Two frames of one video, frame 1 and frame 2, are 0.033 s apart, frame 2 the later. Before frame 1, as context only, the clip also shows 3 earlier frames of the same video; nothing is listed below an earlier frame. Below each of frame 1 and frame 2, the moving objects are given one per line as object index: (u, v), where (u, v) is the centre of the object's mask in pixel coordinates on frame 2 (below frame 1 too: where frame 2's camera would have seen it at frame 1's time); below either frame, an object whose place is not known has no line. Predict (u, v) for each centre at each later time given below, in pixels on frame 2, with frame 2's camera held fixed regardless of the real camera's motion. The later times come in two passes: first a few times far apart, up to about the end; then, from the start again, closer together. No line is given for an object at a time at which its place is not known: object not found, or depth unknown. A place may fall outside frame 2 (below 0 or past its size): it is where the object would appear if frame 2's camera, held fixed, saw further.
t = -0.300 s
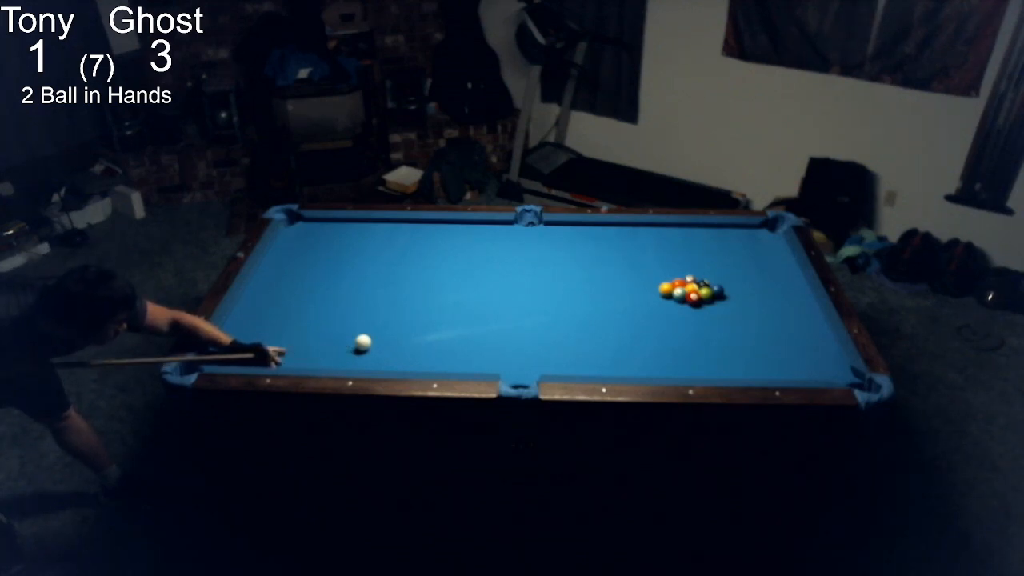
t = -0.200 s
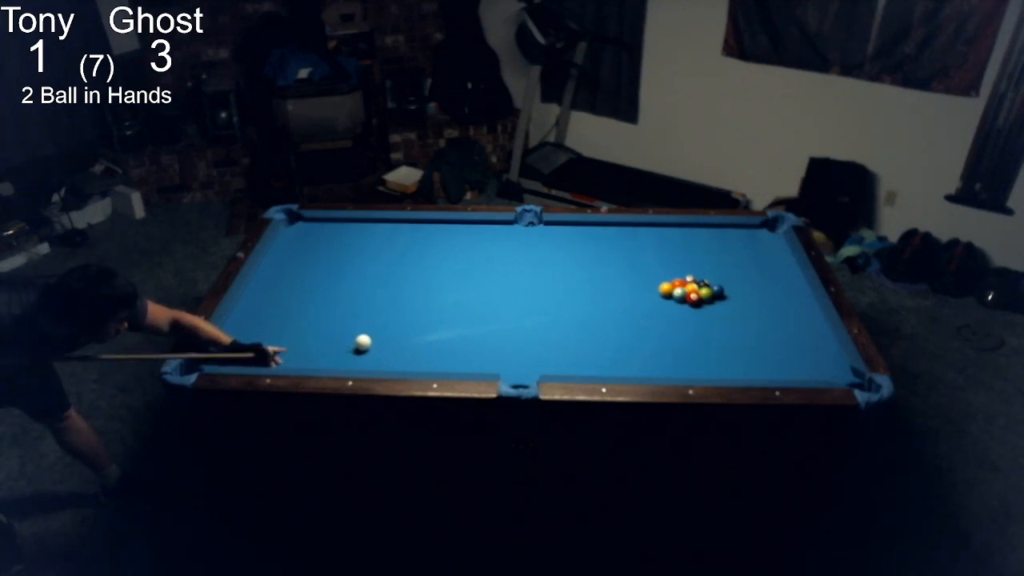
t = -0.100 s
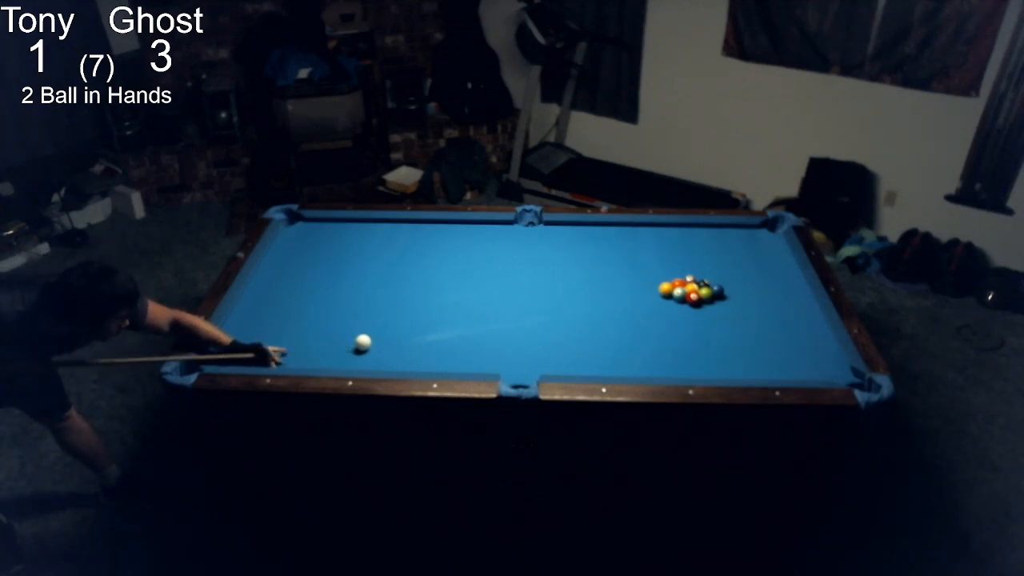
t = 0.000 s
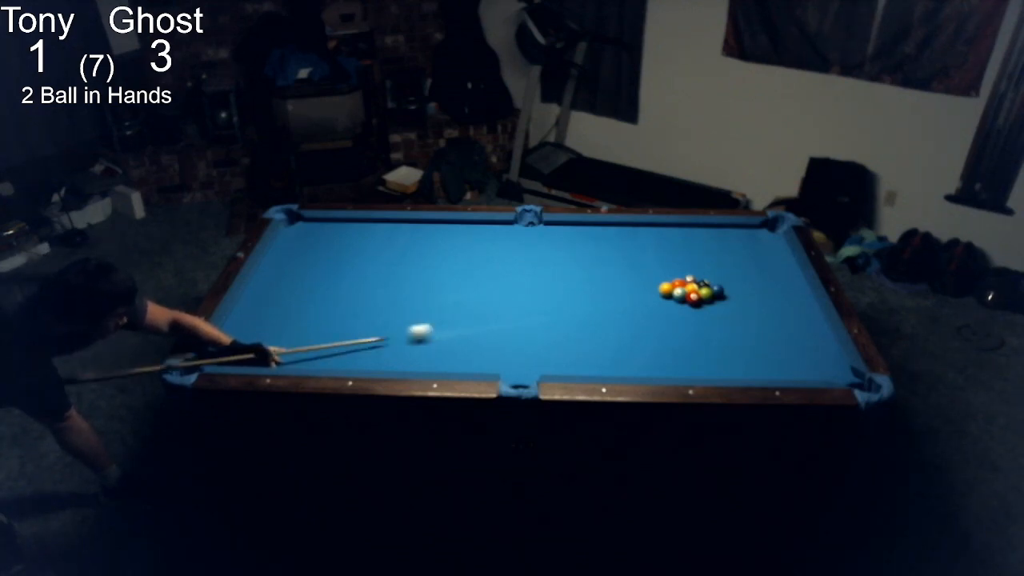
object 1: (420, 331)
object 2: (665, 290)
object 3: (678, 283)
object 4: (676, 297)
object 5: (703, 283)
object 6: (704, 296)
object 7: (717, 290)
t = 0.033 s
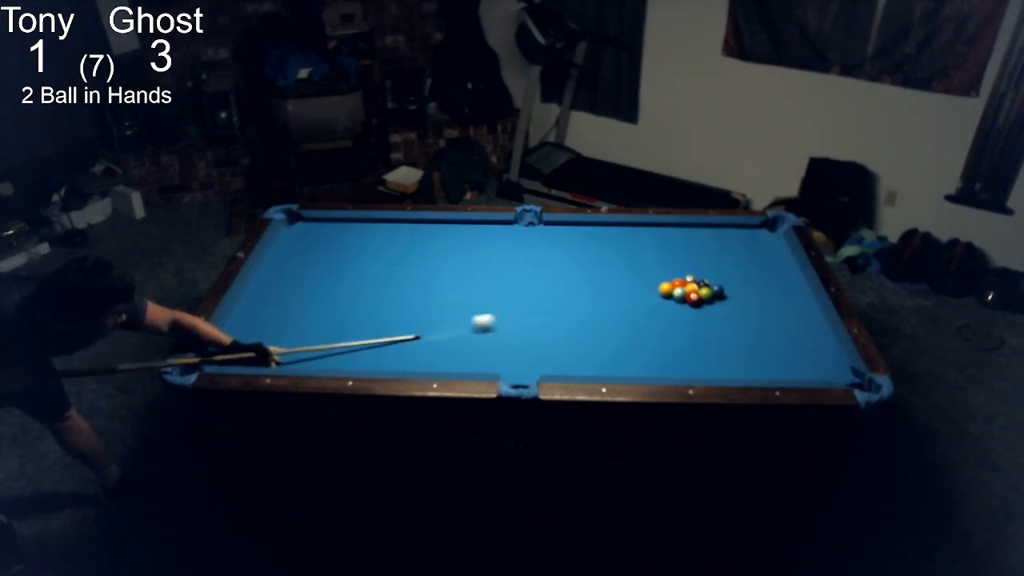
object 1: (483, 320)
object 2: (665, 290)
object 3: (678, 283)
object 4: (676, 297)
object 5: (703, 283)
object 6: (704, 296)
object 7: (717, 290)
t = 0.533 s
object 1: (611, 296)
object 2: (609, 264)
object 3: (644, 240)
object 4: (663, 310)
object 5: (761, 278)
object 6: (749, 324)
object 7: (809, 311)
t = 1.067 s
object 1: (567, 300)
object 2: (545, 237)
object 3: (603, 246)
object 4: (642, 329)
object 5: (774, 267)
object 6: (703, 369)
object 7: (803, 323)
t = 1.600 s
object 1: (530, 303)
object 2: (503, 229)
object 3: (560, 275)
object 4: (622, 345)
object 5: (737, 259)
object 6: (663, 350)
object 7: (791, 334)
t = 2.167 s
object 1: (497, 308)
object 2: (479, 243)
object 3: (513, 306)
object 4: (604, 360)
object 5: (706, 255)
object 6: (628, 329)
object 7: (781, 344)
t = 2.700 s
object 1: (458, 313)
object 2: (459, 255)
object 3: (487, 334)
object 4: (591, 368)
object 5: (681, 251)
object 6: (603, 314)
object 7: (776, 351)
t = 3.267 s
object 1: (423, 318)
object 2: (441, 265)
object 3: (462, 362)
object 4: (585, 368)
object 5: (660, 249)
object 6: (582, 301)
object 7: (773, 355)
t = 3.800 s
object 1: (399, 321)
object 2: (428, 272)
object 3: (449, 362)
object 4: (585, 368)
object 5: (645, 248)
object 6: (569, 293)
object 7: (772, 356)
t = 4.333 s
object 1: (381, 324)
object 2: (423, 277)
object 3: (444, 354)
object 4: (584, 368)
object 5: (635, 247)
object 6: (561, 290)
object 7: (772, 356)
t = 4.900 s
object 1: (370, 326)
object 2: (421, 279)
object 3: (441, 350)
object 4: (584, 368)
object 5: (629, 247)
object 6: (557, 288)
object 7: (772, 357)
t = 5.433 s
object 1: (368, 326)
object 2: (421, 279)
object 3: (441, 350)
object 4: (584, 369)
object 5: (628, 247)
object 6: (557, 287)
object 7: (772, 357)
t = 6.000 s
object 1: (368, 326)
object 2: (421, 279)
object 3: (441, 350)
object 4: (584, 369)
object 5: (628, 247)
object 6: (557, 287)
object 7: (772, 357)
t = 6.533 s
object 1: (369, 326)
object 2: (422, 279)
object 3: (441, 350)
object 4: (584, 368)
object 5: (628, 247)
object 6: (557, 287)
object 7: (772, 357)
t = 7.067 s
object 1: (369, 326)
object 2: (422, 279)
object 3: (441, 350)
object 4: (584, 368)
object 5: (628, 247)
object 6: (557, 287)
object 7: (772, 357)
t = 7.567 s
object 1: (368, 326)
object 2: (421, 280)
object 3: (441, 350)
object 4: (585, 368)
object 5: (628, 247)
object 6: (557, 288)
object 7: (771, 356)
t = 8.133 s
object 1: (368, 326)
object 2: (421, 280)
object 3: (441, 350)
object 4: (585, 368)
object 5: (628, 247)
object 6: (557, 288)
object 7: (771, 356)
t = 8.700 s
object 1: (368, 326)
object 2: (421, 280)
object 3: (441, 350)
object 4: (585, 368)
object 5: (628, 247)
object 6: (557, 288)
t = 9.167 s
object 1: (368, 326)
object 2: (421, 280)
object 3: (441, 350)
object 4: (585, 368)
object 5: (628, 247)
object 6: (557, 288)
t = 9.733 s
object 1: (368, 326)
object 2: (421, 280)
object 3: (441, 350)
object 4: (585, 368)
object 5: (628, 247)
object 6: (557, 288)
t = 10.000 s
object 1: (368, 326)
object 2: (421, 280)
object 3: (441, 350)
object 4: (585, 368)
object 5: (628, 247)
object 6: (557, 288)
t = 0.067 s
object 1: (543, 310)
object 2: (665, 289)
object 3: (678, 283)
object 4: (676, 297)
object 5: (703, 283)
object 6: (704, 296)
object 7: (717, 290)
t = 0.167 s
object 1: (647, 292)
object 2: (660, 287)
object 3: (675, 281)
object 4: (676, 298)
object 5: (709, 285)
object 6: (716, 297)
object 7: (738, 294)
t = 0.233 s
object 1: (638, 293)
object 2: (650, 282)
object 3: (668, 272)
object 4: (675, 299)
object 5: (721, 285)
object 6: (736, 302)
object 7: (779, 300)
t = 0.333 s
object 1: (628, 294)
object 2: (636, 276)
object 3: (660, 261)
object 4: (671, 302)
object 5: (734, 283)
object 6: (761, 308)
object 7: (802, 309)
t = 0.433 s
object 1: (619, 295)
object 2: (622, 270)
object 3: (652, 250)
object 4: (667, 306)
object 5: (747, 280)
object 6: (764, 316)
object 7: (798, 310)
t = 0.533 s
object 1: (611, 296)
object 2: (609, 264)
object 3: (644, 240)
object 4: (663, 310)
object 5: (761, 278)
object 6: (749, 324)
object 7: (809, 311)
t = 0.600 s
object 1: (605, 296)
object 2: (600, 261)
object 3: (639, 234)
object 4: (661, 312)
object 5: (768, 276)
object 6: (744, 330)
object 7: (815, 312)
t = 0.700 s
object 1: (596, 297)
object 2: (588, 255)
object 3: (632, 226)
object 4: (656, 316)
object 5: (781, 274)
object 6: (736, 338)
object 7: (812, 314)
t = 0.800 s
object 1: (588, 298)
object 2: (575, 250)
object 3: (624, 231)
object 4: (652, 320)
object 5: (793, 272)
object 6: (727, 347)
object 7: (809, 317)
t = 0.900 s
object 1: (580, 298)
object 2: (564, 245)
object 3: (617, 237)
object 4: (648, 323)
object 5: (787, 270)
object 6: (718, 355)
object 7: (807, 319)
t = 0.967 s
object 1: (575, 299)
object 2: (556, 242)
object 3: (611, 240)
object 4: (645, 325)
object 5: (782, 269)
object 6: (712, 361)
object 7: (805, 321)
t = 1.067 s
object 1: (567, 300)
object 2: (545, 237)
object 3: (603, 246)
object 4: (642, 329)
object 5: (774, 267)
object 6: (703, 369)
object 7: (803, 323)
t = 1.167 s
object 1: (559, 301)
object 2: (534, 233)
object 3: (595, 251)
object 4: (638, 332)
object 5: (767, 266)
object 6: (695, 371)
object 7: (801, 326)
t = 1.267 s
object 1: (552, 301)
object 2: (524, 229)
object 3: (587, 256)
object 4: (634, 335)
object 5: (759, 264)
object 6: (687, 365)
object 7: (799, 328)
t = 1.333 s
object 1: (547, 302)
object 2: (518, 226)
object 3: (582, 260)
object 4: (632, 338)
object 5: (755, 263)
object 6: (682, 363)
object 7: (797, 329)
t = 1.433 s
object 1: (541, 302)
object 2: (511, 225)
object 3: (574, 265)
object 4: (628, 341)
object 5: (748, 262)
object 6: (674, 357)
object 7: (795, 331)
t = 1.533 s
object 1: (534, 303)
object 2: (506, 228)
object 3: (565, 271)
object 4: (624, 343)
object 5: (742, 260)
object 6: (667, 353)
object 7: (793, 333)
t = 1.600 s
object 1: (530, 303)
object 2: (503, 229)
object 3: (560, 275)
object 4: (622, 345)
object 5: (737, 259)
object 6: (663, 350)
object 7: (791, 334)
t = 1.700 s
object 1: (523, 304)
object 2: (499, 232)
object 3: (551, 280)
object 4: (618, 347)
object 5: (732, 259)
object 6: (656, 346)
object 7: (789, 336)
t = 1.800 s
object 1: (517, 305)
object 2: (494, 234)
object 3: (543, 286)
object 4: (615, 350)
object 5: (726, 258)
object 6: (650, 341)
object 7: (787, 338)
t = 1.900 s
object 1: (511, 306)
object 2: (490, 237)
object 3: (535, 291)
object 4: (611, 353)
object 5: (720, 256)
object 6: (643, 338)
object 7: (785, 340)
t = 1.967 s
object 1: (507, 306)
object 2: (487, 239)
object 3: (529, 295)
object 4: (610, 354)
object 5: (716, 256)
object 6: (639, 336)
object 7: (784, 341)
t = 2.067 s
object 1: (502, 307)
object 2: (483, 241)
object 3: (521, 301)
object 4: (607, 358)
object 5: (711, 256)
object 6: (634, 332)
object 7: (783, 342)
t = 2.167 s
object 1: (497, 308)
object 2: (479, 243)
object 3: (513, 306)
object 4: (604, 360)
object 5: (706, 255)
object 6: (628, 329)
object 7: (781, 344)
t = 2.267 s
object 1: (489, 308)
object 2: (475, 246)
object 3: (507, 312)
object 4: (601, 362)
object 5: (701, 254)
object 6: (623, 325)
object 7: (780, 345)
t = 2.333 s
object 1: (484, 309)
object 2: (473, 247)
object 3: (504, 315)
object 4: (599, 363)
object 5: (698, 253)
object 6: (620, 323)
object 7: (779, 346)
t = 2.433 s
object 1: (477, 310)
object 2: (469, 249)
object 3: (499, 320)
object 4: (597, 366)
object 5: (693, 253)
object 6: (615, 320)
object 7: (779, 348)
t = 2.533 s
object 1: (470, 311)
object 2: (465, 251)
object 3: (495, 326)
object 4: (594, 366)
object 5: (688, 252)
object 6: (610, 317)
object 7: (778, 349)
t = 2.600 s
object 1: (465, 312)
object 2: (462, 253)
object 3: (492, 329)
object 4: (593, 367)
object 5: (685, 252)
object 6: (607, 316)
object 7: (777, 350)
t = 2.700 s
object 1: (458, 313)
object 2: (459, 255)
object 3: (487, 334)
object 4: (591, 368)
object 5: (681, 251)
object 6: (603, 314)
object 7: (776, 351)
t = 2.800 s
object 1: (451, 314)
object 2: (456, 257)
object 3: (483, 339)
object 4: (589, 369)
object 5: (677, 250)
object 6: (599, 311)
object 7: (776, 352)
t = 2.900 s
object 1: (445, 315)
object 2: (452, 259)
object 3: (478, 344)
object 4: (588, 369)
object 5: (673, 250)
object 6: (595, 309)
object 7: (775, 353)
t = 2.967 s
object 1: (441, 315)
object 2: (450, 260)
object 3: (475, 347)
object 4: (587, 369)
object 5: (671, 250)
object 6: (592, 307)
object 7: (775, 354)
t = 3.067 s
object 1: (435, 316)
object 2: (447, 262)
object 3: (471, 352)
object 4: (586, 369)
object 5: (667, 250)
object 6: (589, 305)
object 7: (774, 354)
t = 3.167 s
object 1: (429, 317)
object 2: (444, 263)
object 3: (467, 357)
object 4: (585, 368)
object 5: (663, 249)
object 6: (585, 303)
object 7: (773, 355)
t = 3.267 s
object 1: (423, 318)
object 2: (441, 265)
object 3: (462, 362)
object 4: (585, 368)
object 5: (660, 249)
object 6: (582, 301)
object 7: (773, 355)
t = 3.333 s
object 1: (420, 318)
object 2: (439, 266)
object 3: (460, 363)
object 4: (585, 368)
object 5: (658, 249)
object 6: (581, 300)
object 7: (773, 356)
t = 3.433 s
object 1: (414, 319)
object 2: (436, 267)
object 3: (456, 366)
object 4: (584, 368)
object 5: (655, 248)
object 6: (578, 299)
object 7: (772, 356)
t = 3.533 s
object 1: (410, 319)
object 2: (434, 269)
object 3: (453, 366)
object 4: (584, 368)
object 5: (652, 248)
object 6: (575, 297)
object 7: (772, 356)
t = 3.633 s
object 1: (405, 320)
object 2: (431, 270)
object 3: (451, 364)
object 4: (584, 368)
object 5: (650, 248)
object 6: (573, 296)
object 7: (772, 356)
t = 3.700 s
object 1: (403, 321)
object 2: (430, 271)
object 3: (451, 363)
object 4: (584, 369)
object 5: (648, 248)
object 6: (571, 295)
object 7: (772, 356)
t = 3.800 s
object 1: (399, 321)
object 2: (428, 272)
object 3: (449, 362)
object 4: (585, 368)
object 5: (645, 248)
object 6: (569, 293)
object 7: (772, 356)
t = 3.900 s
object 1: (395, 322)
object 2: (427, 273)
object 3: (448, 361)
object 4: (584, 368)
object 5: (643, 248)
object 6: (567, 292)
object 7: (772, 356)
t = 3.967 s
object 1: (392, 322)
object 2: (426, 274)
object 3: (447, 359)
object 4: (584, 368)
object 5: (642, 248)
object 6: (566, 292)
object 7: (772, 356)
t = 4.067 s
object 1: (389, 323)
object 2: (425, 275)
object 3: (446, 358)
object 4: (584, 368)
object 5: (640, 247)
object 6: (564, 291)
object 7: (772, 356)
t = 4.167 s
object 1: (386, 323)
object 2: (424, 276)
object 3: (446, 356)
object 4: (585, 368)
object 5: (638, 247)
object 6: (563, 290)
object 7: (772, 356)
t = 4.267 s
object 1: (383, 324)
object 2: (423, 277)
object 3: (445, 355)
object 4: (584, 368)
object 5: (637, 247)
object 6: (561, 290)
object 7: (772, 356)
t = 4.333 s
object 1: (381, 324)
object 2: (423, 277)
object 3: (444, 354)
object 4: (584, 368)
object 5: (635, 247)
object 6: (561, 290)
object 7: (772, 356)
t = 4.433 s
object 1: (379, 325)
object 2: (422, 278)
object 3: (444, 353)
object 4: (584, 368)
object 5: (634, 247)
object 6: (559, 289)
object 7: (772, 356)
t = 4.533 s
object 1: (376, 325)
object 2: (422, 278)
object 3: (443, 352)
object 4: (584, 368)
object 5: (632, 247)
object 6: (559, 289)
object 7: (772, 356)
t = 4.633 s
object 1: (374, 325)
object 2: (422, 279)
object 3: (442, 351)
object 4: (584, 368)
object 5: (631, 247)
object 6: (558, 288)
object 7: (772, 356)
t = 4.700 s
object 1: (373, 325)
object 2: (421, 279)
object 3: (442, 351)
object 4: (584, 368)
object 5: (630, 247)
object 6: (558, 288)
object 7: (772, 357)
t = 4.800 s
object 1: (372, 325)
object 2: (421, 279)
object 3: (441, 350)
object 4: (584, 368)
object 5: (629, 247)
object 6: (557, 288)
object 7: (772, 357)
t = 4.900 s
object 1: (370, 326)
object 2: (421, 279)
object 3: (441, 350)
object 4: (584, 368)
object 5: (629, 247)
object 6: (557, 288)
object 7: (772, 357)
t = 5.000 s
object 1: (369, 326)
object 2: (421, 279)
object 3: (441, 350)
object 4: (584, 369)
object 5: (628, 247)
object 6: (557, 287)
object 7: (772, 357)
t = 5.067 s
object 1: (369, 326)
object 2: (421, 279)
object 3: (441, 350)
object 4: (584, 369)
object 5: (628, 247)
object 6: (557, 287)
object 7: (772, 357)
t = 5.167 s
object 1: (368, 326)
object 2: (421, 279)
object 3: (441, 350)
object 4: (584, 368)
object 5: (628, 247)
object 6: (557, 288)
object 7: (772, 357)
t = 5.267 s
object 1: (368, 326)
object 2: (421, 279)
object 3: (441, 350)
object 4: (584, 369)
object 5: (628, 247)
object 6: (557, 287)
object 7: (772, 357)
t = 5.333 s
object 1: (368, 326)
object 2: (421, 279)
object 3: (441, 350)
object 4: (584, 369)
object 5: (628, 247)
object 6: (557, 287)
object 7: (772, 357)
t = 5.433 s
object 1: (368, 326)
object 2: (421, 279)
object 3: (441, 350)
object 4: (584, 369)
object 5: (628, 247)
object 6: (557, 287)
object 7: (772, 357)
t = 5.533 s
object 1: (368, 326)
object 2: (421, 279)
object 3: (441, 350)
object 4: (584, 369)
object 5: (628, 247)
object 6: (557, 287)
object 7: (772, 357)
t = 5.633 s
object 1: (368, 326)
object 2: (421, 279)
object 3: (441, 350)
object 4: (584, 368)
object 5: (628, 247)
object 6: (557, 287)
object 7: (772, 357)
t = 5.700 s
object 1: (368, 326)
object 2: (421, 279)
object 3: (441, 350)
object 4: (584, 369)
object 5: (628, 247)
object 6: (557, 287)
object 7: (772, 357)
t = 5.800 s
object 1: (368, 326)
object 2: (421, 279)
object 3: (441, 350)
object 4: (585, 368)
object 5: (628, 247)
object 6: (557, 287)
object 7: (772, 357)
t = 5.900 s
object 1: (368, 326)
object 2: (421, 279)
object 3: (441, 350)
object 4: (584, 369)
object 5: (628, 247)
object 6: (557, 287)
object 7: (772, 357)
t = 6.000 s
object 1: (368, 326)
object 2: (421, 279)
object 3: (441, 350)
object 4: (584, 369)
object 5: (628, 247)
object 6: (557, 287)
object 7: (772, 357)
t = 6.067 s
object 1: (369, 326)
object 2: (421, 279)
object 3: (441, 350)
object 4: (584, 368)
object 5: (628, 247)
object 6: (557, 287)
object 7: (772, 357)
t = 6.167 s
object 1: (369, 326)
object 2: (421, 279)
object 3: (441, 350)
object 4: (584, 369)
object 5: (628, 247)
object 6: (557, 287)
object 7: (772, 357)
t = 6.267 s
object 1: (368, 326)
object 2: (421, 279)
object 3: (441, 350)
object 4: (584, 368)
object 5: (628, 247)
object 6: (557, 287)
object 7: (772, 357)
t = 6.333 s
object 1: (368, 326)
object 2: (421, 279)
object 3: (441, 350)
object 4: (584, 368)
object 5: (628, 247)
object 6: (557, 287)
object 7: (772, 357)
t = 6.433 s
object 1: (368, 326)
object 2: (421, 279)
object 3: (441, 350)
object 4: (584, 368)
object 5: (628, 247)
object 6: (557, 287)
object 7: (772, 357)
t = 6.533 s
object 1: (369, 326)
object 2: (422, 279)
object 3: (441, 350)
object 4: (584, 368)
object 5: (628, 247)
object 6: (557, 287)
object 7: (772, 357)
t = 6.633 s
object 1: (369, 326)
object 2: (422, 279)
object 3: (441, 350)
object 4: (584, 368)
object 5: (628, 247)
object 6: (557, 287)
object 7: (772, 357)
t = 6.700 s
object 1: (369, 326)
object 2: (422, 279)
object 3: (441, 350)
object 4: (585, 368)
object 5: (628, 247)
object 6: (557, 287)
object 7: (772, 357)
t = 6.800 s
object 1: (368, 326)
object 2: (422, 279)
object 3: (441, 350)
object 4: (584, 368)
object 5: (628, 247)
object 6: (557, 287)
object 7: (772, 357)
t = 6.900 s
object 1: (369, 326)
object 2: (421, 279)
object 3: (441, 350)
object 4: (585, 368)
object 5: (628, 247)
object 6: (557, 287)
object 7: (772, 357)
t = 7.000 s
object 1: (369, 326)
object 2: (421, 279)
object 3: (441, 350)
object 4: (584, 368)
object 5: (628, 247)
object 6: (557, 287)
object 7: (772, 357)
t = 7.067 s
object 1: (369, 326)
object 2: (422, 279)
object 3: (441, 350)
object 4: (584, 368)
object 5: (628, 247)
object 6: (557, 287)
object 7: (772, 357)
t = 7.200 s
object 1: (369, 326)
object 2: (422, 279)
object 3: (441, 350)
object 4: (585, 368)
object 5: (628, 247)
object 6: (557, 288)
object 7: (771, 356)
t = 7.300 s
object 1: (368, 326)
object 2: (421, 279)
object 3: (441, 350)
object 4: (585, 368)
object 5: (628, 247)
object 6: (557, 288)
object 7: (771, 356)
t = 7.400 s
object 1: (369, 326)
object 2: (421, 279)
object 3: (441, 350)
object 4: (585, 368)
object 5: (628, 247)
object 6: (557, 288)
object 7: (771, 356)
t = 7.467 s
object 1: (368, 326)
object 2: (421, 279)
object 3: (441, 350)
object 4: (585, 368)
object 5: (628, 247)
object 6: (557, 288)
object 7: (771, 356)
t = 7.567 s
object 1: (368, 326)
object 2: (421, 280)
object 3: (441, 350)
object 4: (585, 368)
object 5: (628, 247)
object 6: (557, 288)
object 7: (771, 356)
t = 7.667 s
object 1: (368, 326)
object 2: (421, 280)
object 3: (441, 350)
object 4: (585, 369)
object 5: (628, 247)
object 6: (557, 288)
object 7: (771, 356)
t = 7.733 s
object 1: (368, 326)
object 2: (421, 280)
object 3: (441, 350)
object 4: (585, 368)
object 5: (628, 247)
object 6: (557, 288)
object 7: (771, 356)
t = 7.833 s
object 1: (368, 326)
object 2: (421, 280)
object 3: (441, 350)
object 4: (585, 368)
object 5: (628, 247)
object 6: (557, 288)
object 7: (771, 356)
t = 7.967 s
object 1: (368, 326)
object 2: (421, 280)
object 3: (441, 350)
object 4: (585, 368)
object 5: (628, 247)
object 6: (557, 288)
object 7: (771, 356)
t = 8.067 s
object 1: (369, 326)
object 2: (421, 280)
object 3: (441, 350)
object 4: (585, 368)
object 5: (628, 247)
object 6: (557, 288)
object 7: (772, 356)
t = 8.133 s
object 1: (368, 326)
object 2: (421, 280)
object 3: (441, 350)
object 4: (585, 368)
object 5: (628, 247)
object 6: (557, 288)
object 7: (771, 356)
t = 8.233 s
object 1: (368, 326)
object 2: (421, 280)
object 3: (441, 350)
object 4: (585, 368)
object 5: (628, 247)
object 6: (557, 288)
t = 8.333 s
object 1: (368, 326)
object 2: (421, 280)
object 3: (441, 350)
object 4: (585, 368)
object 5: (628, 247)
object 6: (557, 288)
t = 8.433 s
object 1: (368, 326)
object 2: (421, 280)
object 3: (441, 350)
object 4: (585, 368)
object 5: (628, 247)
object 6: (557, 288)
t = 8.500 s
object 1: (369, 326)
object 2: (421, 280)
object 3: (441, 350)
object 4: (585, 368)
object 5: (628, 247)
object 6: (557, 288)
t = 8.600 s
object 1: (368, 326)
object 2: (421, 280)
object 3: (441, 350)
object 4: (585, 368)
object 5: (628, 247)
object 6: (557, 288)
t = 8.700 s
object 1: (368, 326)
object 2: (421, 280)
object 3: (441, 350)
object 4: (585, 368)
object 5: (628, 247)
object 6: (557, 288)
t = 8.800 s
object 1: (368, 326)
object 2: (421, 280)
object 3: (441, 350)
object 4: (585, 368)
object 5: (628, 247)
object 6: (557, 288)
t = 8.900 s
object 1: (368, 326)
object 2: (421, 280)
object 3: (441, 350)
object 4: (585, 368)
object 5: (628, 247)
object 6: (557, 288)
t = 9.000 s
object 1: (368, 326)
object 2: (421, 280)
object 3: (441, 350)
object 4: (585, 368)
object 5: (628, 247)
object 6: (557, 288)
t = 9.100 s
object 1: (368, 326)
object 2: (421, 280)
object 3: (441, 350)
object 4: (585, 368)
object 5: (628, 247)
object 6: (557, 288)
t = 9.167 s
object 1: (368, 326)
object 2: (421, 280)
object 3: (441, 350)
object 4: (585, 368)
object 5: (628, 247)
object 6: (557, 288)
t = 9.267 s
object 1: (368, 326)
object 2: (421, 280)
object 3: (441, 350)
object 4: (585, 368)
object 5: (628, 247)
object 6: (557, 288)
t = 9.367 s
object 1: (368, 326)
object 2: (421, 280)
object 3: (441, 350)
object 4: (585, 368)
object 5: (628, 247)
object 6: (557, 288)
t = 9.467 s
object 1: (368, 326)
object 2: (421, 280)
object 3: (441, 350)
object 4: (585, 368)
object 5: (628, 247)
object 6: (557, 288)
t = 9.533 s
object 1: (368, 326)
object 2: (421, 280)
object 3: (441, 350)
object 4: (585, 368)
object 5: (628, 247)
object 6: (557, 288)
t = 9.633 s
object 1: (368, 326)
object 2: (421, 280)
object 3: (441, 350)
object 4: (585, 368)
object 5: (628, 247)
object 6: (557, 288)
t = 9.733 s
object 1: (368, 326)
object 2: (421, 280)
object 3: (441, 350)
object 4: (585, 368)
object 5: (628, 247)
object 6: (557, 288)
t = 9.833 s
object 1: (368, 326)
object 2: (421, 280)
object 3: (441, 350)
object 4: (585, 368)
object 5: (628, 247)
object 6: (557, 288)
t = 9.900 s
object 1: (368, 326)
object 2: (421, 280)
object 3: (441, 349)
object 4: (585, 368)
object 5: (628, 247)
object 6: (557, 288)
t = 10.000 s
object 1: (368, 326)
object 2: (421, 280)
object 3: (441, 350)
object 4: (585, 368)
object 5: (628, 247)
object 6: (557, 288)
